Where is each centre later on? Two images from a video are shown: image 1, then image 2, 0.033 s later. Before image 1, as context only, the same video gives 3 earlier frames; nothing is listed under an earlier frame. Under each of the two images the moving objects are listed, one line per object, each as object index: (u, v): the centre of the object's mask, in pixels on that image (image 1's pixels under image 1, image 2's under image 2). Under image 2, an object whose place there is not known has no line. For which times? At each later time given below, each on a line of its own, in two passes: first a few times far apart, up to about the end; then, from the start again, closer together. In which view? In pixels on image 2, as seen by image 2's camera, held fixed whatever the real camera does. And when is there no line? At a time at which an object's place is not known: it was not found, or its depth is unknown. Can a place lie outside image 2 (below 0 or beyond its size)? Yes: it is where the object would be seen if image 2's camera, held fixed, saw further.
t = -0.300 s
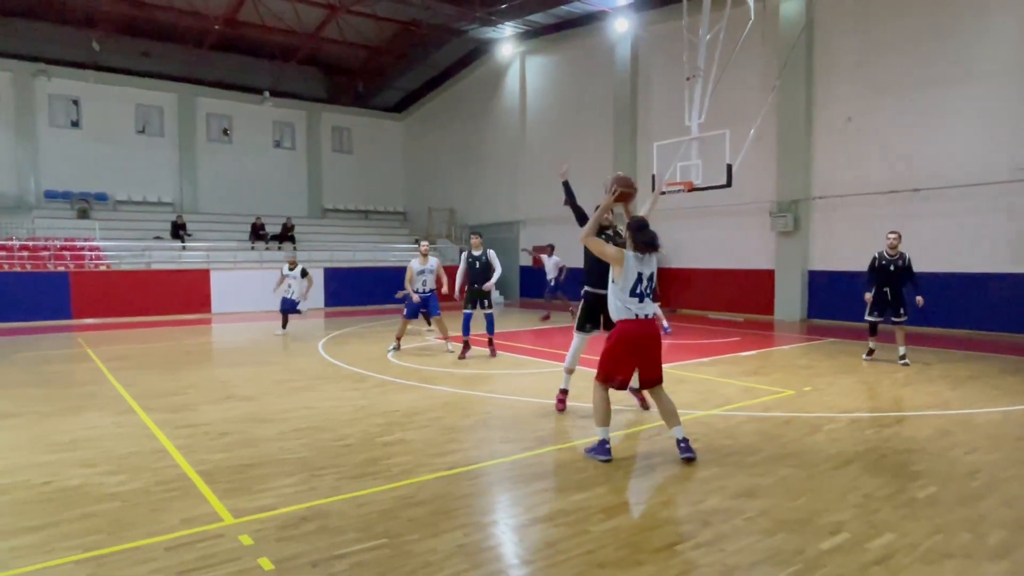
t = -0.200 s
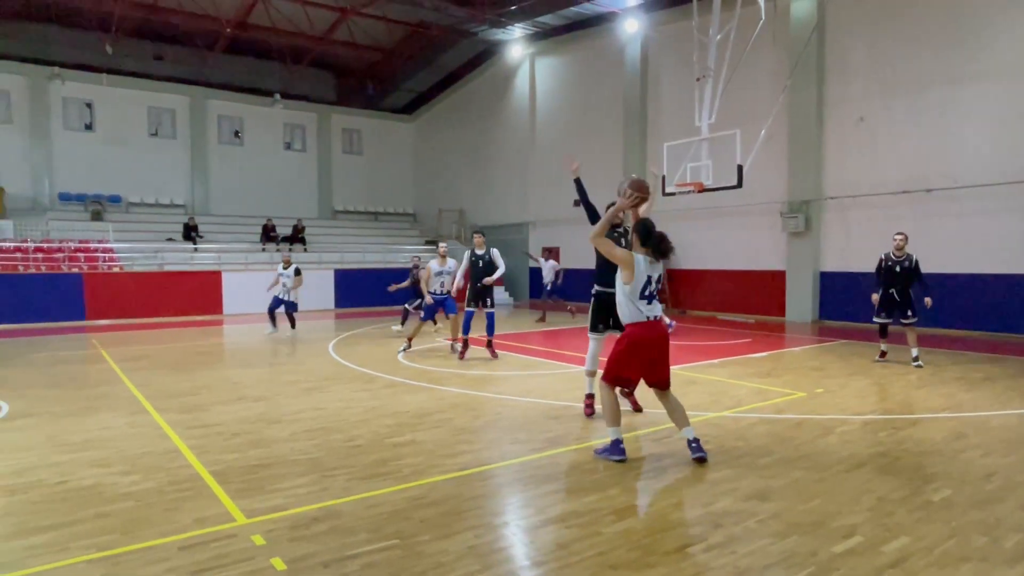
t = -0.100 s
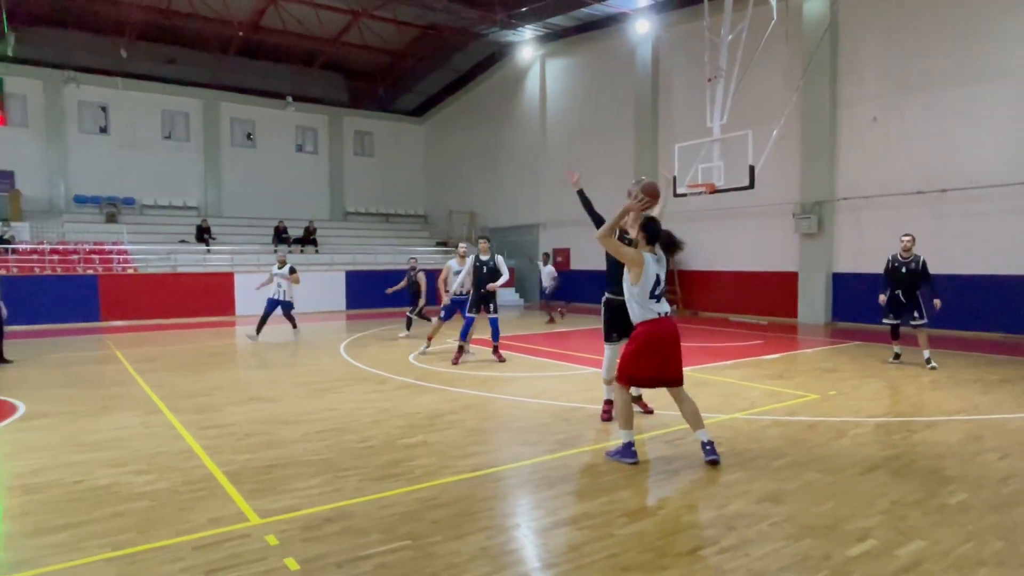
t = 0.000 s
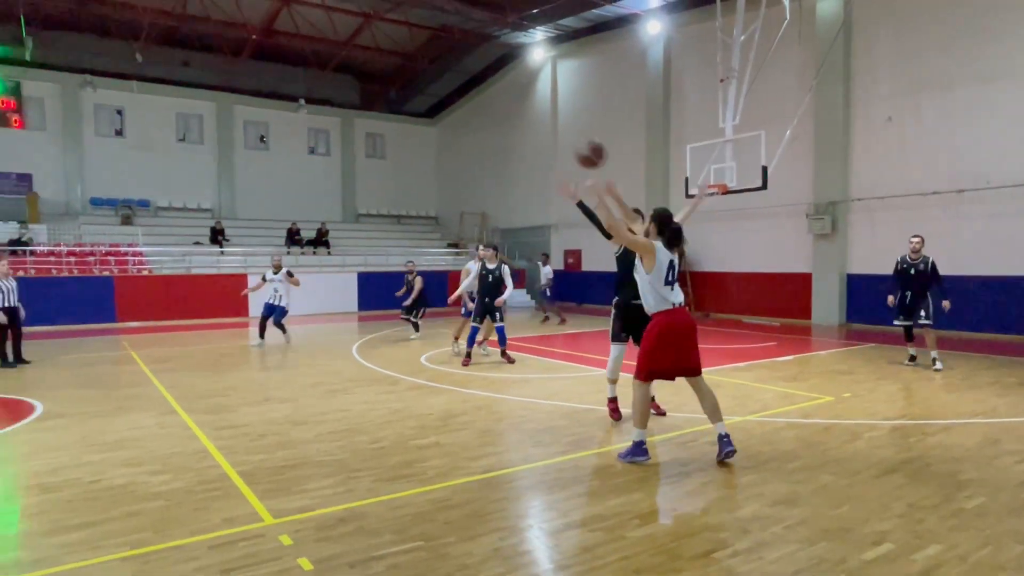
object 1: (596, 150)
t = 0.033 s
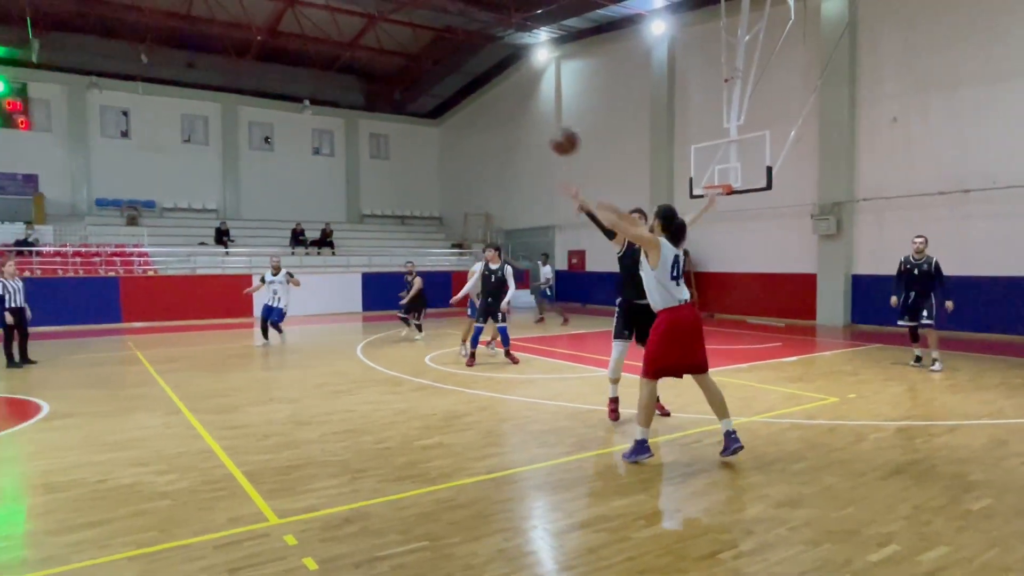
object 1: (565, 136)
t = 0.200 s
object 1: (433, 98)
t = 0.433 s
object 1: (297, 98)
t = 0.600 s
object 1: (224, 126)
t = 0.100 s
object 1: (508, 113)
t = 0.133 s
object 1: (482, 107)
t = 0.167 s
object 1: (457, 101)
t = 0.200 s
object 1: (433, 98)
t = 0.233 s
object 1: (410, 95)
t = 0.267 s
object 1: (390, 93)
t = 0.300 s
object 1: (370, 92)
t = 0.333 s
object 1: (350, 92)
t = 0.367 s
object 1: (331, 93)
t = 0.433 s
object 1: (297, 98)
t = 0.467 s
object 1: (281, 102)
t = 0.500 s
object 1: (266, 107)
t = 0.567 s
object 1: (237, 118)
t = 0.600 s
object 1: (224, 126)
